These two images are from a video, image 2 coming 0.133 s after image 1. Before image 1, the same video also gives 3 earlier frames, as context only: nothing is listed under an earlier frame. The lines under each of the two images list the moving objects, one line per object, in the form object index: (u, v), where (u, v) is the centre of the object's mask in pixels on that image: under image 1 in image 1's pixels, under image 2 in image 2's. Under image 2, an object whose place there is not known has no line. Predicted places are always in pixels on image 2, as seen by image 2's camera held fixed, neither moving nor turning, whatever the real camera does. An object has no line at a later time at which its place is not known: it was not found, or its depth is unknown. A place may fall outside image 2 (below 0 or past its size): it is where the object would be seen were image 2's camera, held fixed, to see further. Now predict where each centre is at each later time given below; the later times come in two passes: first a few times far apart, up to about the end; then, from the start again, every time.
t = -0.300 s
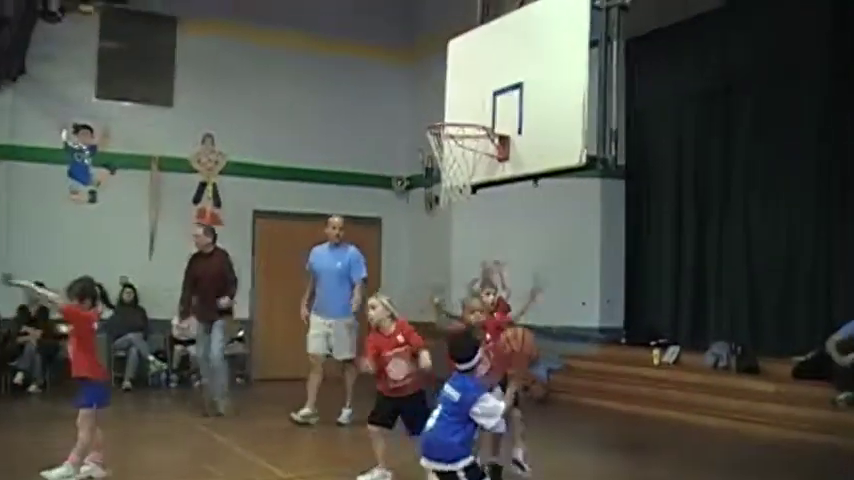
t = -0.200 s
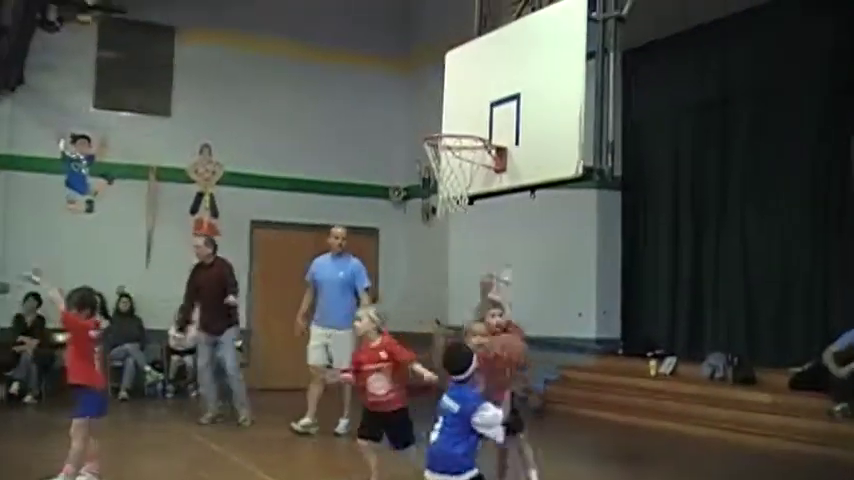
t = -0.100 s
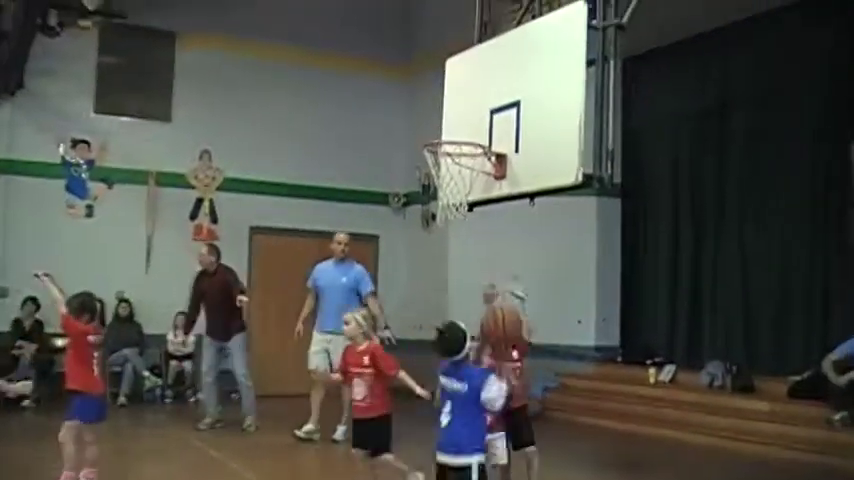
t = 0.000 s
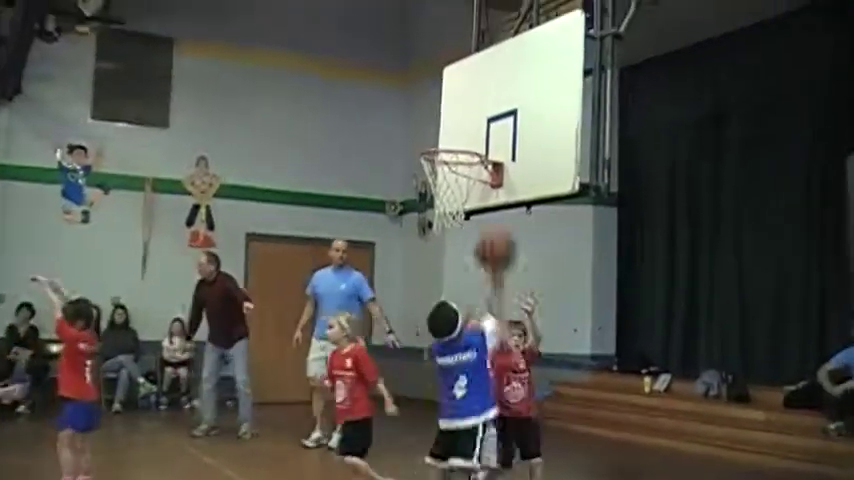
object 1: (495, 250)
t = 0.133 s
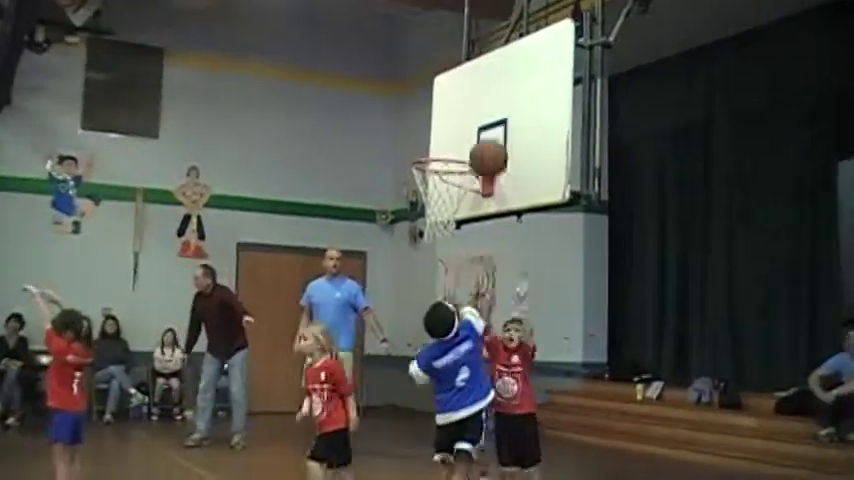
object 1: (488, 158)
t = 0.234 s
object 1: (489, 113)
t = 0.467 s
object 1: (490, 81)
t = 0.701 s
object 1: (486, 124)
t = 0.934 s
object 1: (431, 187)
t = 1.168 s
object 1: (421, 203)
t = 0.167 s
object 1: (488, 141)
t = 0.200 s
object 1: (489, 126)
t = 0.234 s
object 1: (489, 113)
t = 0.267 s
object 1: (489, 102)
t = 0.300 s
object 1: (490, 94)
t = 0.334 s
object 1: (490, 88)
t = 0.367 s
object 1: (490, 84)
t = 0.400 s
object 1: (490, 82)
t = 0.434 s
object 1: (490, 81)
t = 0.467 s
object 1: (490, 81)
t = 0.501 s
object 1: (490, 83)
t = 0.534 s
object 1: (490, 86)
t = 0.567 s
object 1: (490, 92)
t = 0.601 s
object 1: (489, 98)
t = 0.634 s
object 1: (489, 106)
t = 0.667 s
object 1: (490, 116)
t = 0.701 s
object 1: (486, 124)
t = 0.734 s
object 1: (477, 131)
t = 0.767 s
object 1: (470, 140)
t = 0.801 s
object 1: (461, 148)
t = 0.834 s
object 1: (453, 158)
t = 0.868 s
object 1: (445, 169)
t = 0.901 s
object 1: (436, 178)
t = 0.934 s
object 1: (431, 187)
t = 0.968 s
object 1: (420, 192)
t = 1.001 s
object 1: (416, 195)
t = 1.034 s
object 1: (416, 194)
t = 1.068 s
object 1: (417, 199)
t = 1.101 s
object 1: (416, 199)
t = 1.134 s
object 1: (419, 198)
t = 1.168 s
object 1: (421, 203)
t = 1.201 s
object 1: (423, 208)
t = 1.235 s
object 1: (426, 225)
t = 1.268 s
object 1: (427, 228)
